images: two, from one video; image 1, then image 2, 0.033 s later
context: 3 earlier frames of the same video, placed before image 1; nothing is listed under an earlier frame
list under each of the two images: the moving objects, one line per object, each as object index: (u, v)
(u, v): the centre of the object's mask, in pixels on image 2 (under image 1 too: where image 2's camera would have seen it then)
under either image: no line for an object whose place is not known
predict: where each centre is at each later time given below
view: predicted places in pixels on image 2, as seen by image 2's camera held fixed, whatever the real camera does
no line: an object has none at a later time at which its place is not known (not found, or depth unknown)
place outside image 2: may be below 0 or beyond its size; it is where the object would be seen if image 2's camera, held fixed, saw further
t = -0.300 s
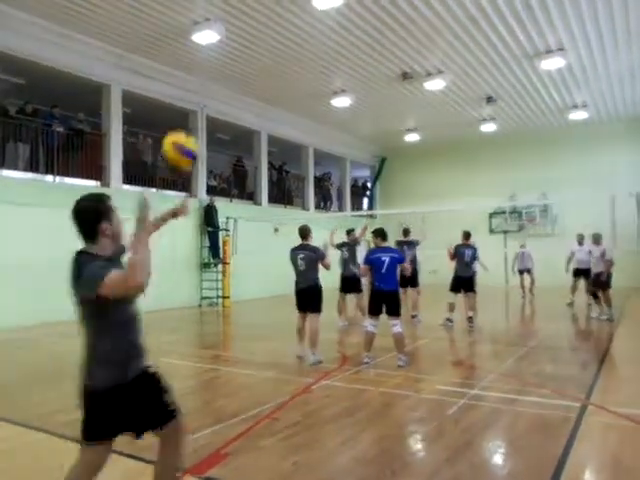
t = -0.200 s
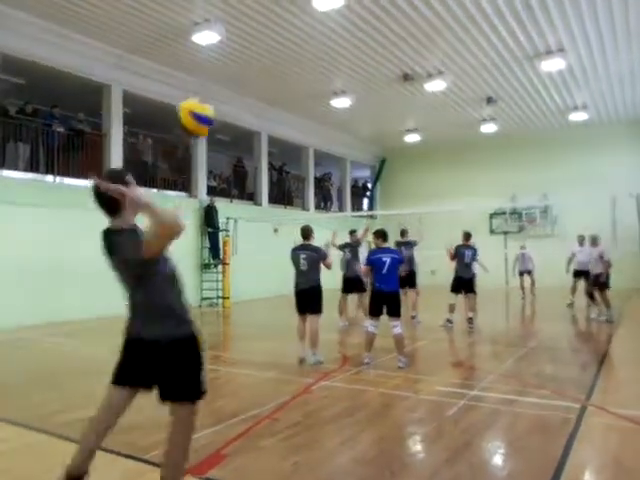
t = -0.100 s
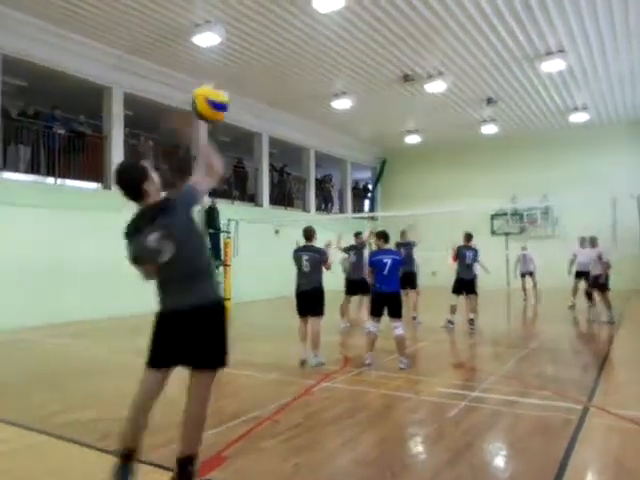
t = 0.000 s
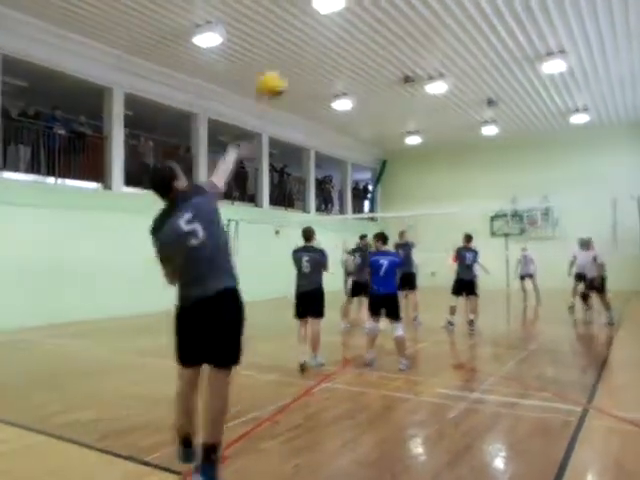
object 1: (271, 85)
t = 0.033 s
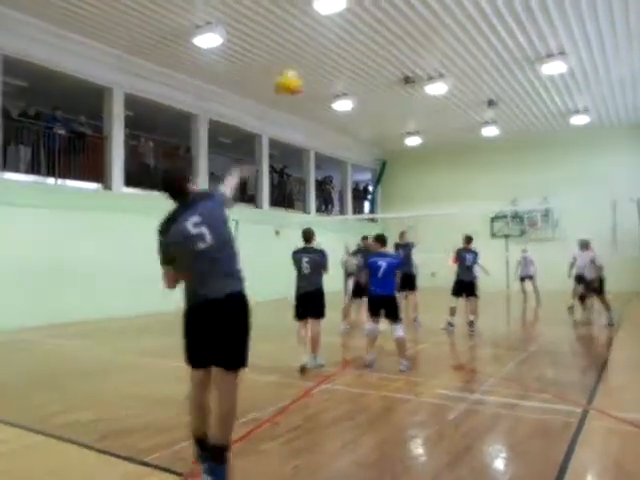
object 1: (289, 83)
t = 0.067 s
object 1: (304, 82)
